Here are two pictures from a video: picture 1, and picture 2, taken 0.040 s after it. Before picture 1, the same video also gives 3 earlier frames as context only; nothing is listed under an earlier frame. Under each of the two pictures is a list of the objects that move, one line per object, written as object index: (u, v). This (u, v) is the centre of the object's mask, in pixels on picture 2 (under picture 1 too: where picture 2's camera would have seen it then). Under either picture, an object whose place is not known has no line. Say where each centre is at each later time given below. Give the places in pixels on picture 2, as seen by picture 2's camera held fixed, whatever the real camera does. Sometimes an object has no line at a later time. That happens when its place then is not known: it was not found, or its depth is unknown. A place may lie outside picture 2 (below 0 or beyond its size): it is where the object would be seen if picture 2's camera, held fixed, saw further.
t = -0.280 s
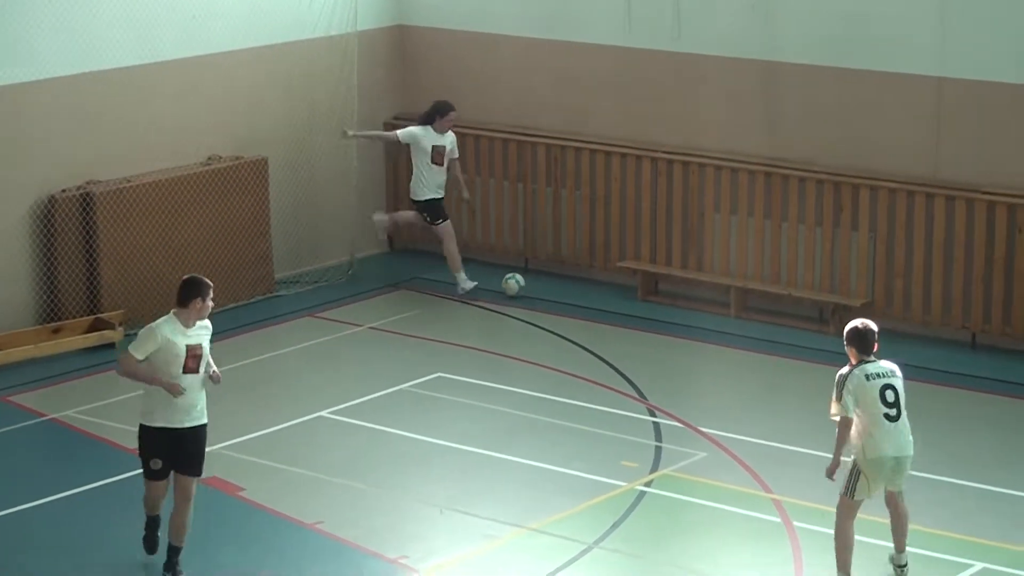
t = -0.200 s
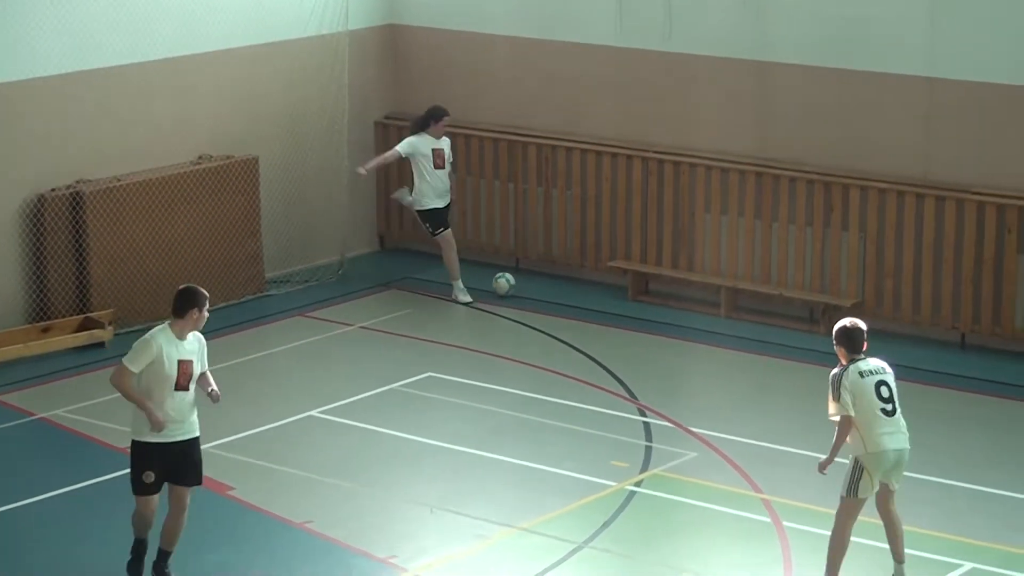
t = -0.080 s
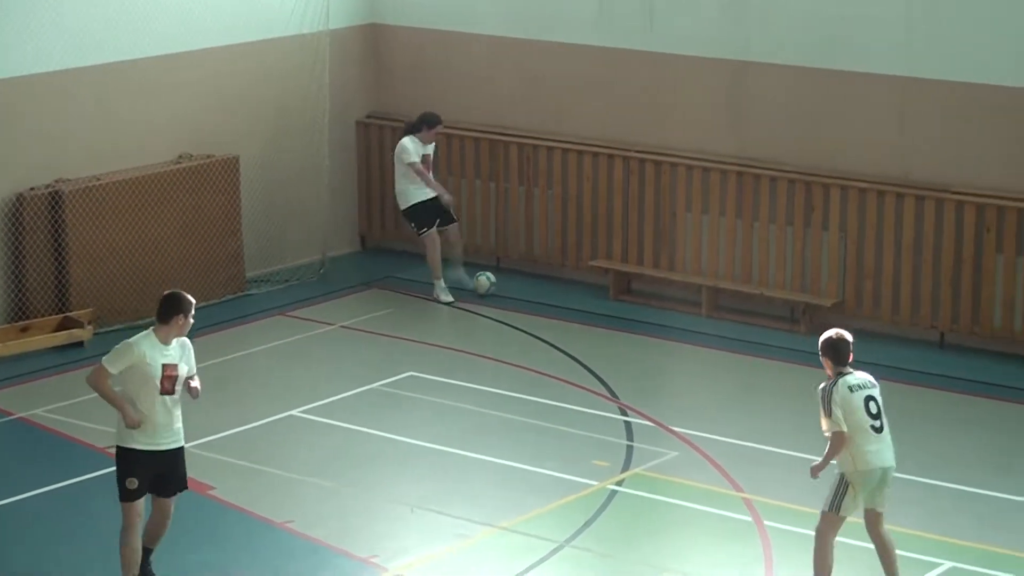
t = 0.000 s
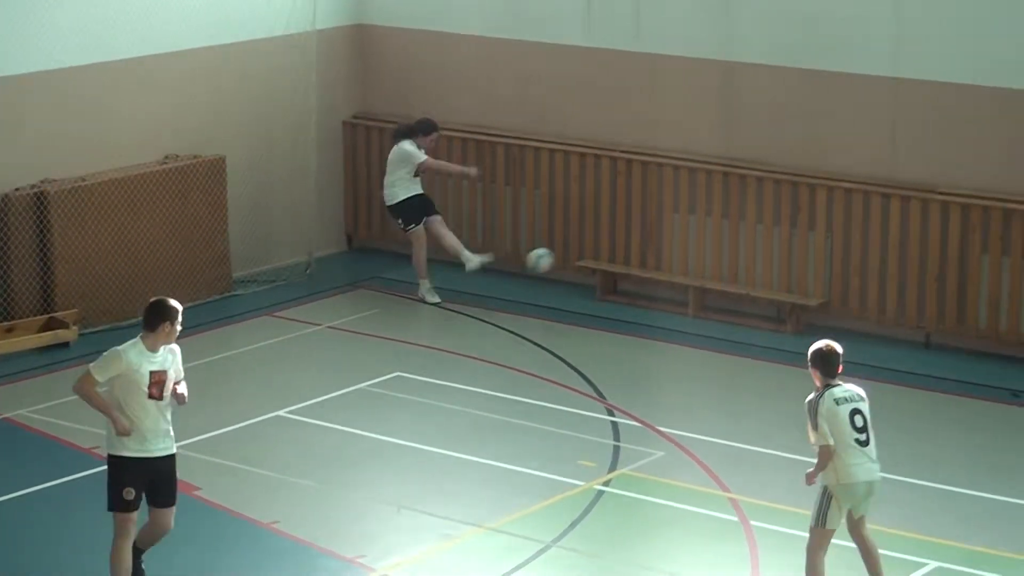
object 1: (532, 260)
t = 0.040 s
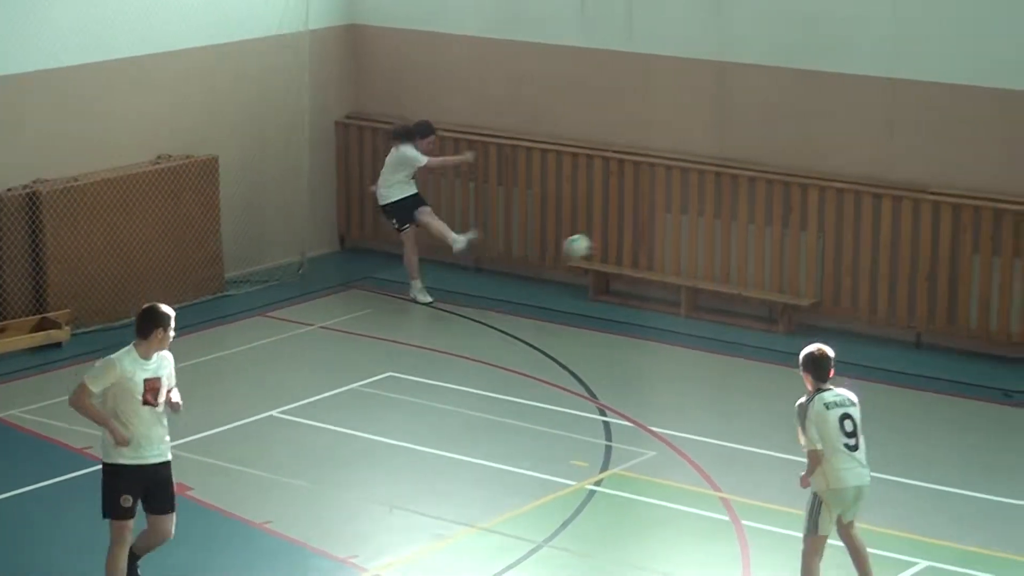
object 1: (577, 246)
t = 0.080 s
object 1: (624, 234)
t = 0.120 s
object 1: (673, 222)
